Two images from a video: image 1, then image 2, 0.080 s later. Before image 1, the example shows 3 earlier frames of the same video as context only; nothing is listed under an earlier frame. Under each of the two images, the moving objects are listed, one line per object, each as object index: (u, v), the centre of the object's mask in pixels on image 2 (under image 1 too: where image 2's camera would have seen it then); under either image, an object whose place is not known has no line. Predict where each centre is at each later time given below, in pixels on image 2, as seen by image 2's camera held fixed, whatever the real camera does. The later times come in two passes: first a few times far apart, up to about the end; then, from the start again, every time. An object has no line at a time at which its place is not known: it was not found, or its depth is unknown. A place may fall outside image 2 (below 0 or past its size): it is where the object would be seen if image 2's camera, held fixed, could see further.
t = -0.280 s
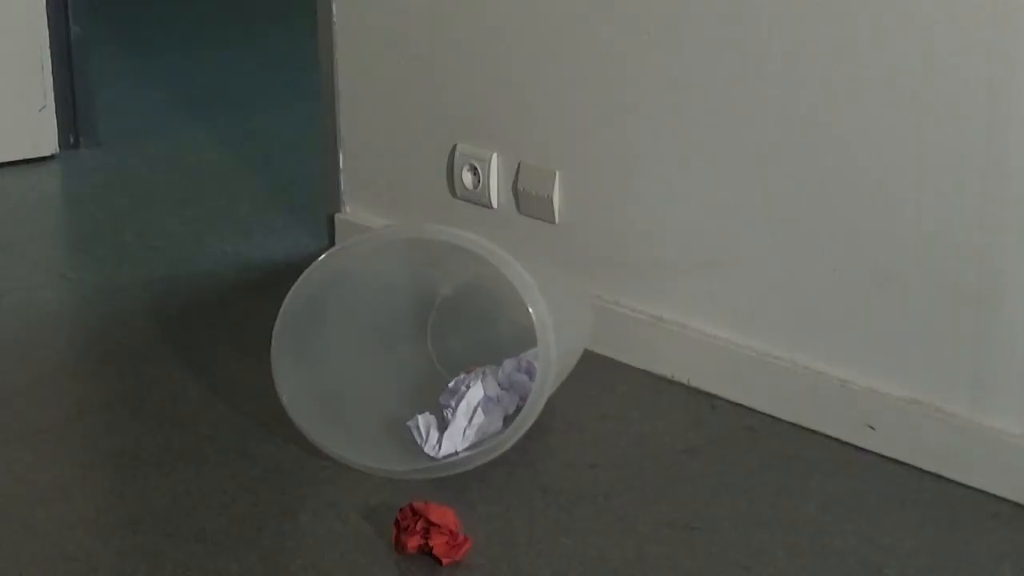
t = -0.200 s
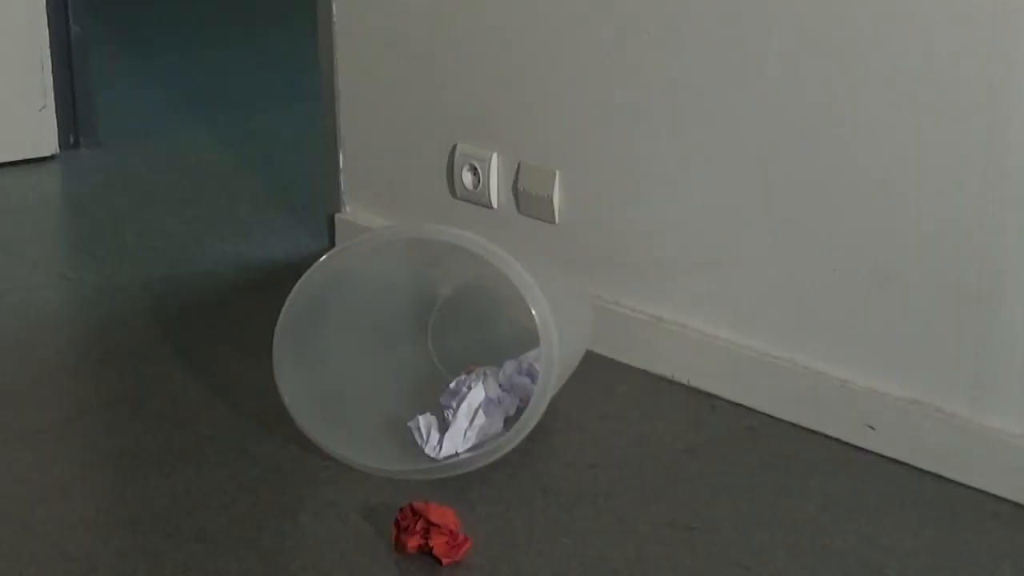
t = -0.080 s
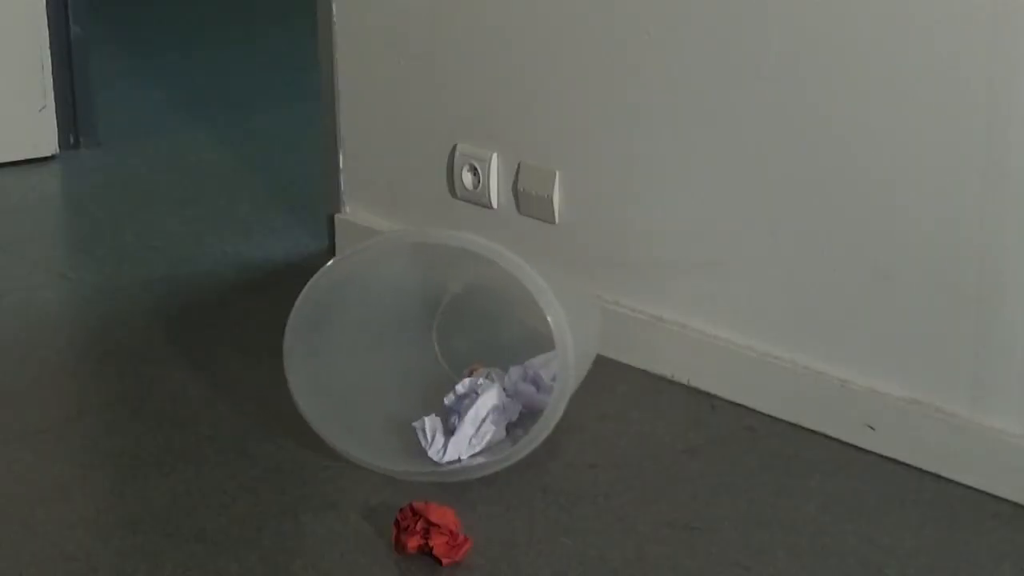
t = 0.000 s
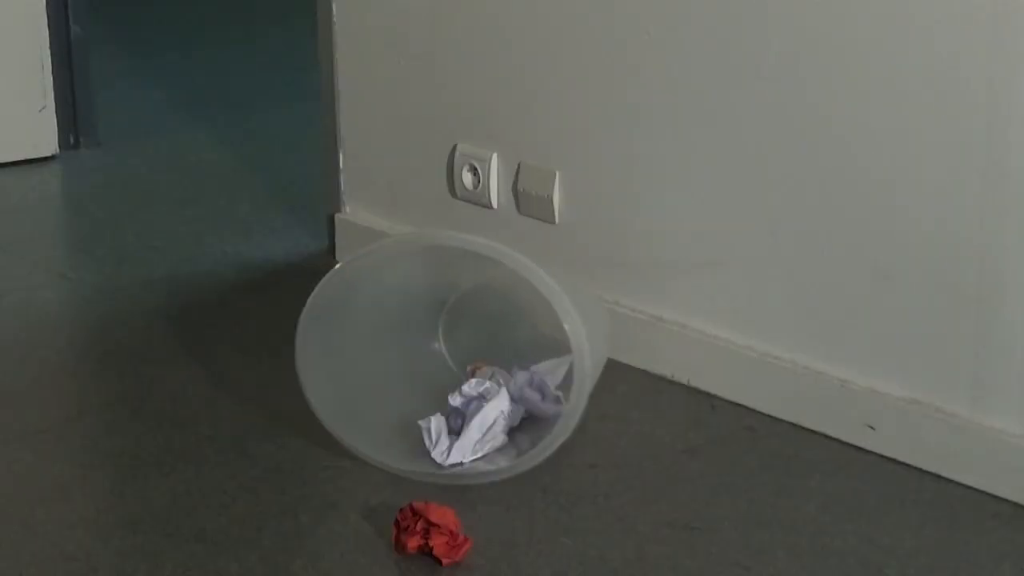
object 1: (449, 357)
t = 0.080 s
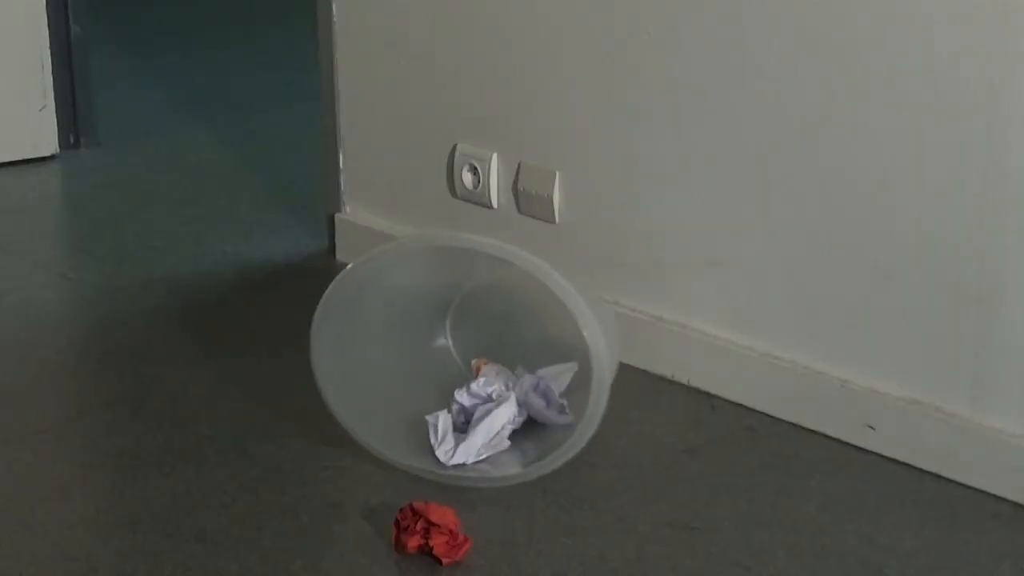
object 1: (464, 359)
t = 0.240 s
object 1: (491, 360)
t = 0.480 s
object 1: (500, 360)
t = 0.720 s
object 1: (468, 359)
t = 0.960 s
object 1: (435, 351)
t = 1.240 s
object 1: (436, 352)
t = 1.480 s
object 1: (471, 358)
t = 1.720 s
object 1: (495, 358)
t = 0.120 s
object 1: (471, 360)
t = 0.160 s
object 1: (478, 360)
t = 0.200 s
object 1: (484, 360)
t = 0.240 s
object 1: (491, 360)
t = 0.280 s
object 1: (496, 359)
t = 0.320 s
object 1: (499, 359)
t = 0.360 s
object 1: (501, 360)
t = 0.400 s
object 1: (502, 360)
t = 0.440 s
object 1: (502, 360)
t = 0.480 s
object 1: (500, 360)
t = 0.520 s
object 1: (498, 360)
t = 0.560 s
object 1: (493, 359)
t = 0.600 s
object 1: (488, 360)
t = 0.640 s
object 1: (482, 360)
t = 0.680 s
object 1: (475, 360)
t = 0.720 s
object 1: (468, 359)
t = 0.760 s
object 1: (461, 358)
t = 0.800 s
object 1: (455, 356)
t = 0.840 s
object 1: (450, 355)
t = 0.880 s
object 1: (444, 354)
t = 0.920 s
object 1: (439, 353)
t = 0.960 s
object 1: (435, 351)
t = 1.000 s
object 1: (431, 351)
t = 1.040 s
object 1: (430, 350)
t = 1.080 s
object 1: (429, 349)
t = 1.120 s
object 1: (430, 349)
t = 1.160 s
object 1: (431, 350)
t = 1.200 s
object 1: (433, 351)
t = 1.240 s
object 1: (436, 352)
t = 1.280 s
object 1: (441, 352)
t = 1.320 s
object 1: (446, 354)
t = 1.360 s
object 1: (452, 355)
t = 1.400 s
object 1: (458, 356)
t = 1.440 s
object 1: (464, 357)
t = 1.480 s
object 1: (471, 358)
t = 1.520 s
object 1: (477, 359)
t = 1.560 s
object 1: (482, 359)
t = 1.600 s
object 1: (487, 359)
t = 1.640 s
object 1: (491, 358)
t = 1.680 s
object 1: (494, 358)
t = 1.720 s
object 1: (495, 358)
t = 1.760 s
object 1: (496, 358)
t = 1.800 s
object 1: (495, 358)
